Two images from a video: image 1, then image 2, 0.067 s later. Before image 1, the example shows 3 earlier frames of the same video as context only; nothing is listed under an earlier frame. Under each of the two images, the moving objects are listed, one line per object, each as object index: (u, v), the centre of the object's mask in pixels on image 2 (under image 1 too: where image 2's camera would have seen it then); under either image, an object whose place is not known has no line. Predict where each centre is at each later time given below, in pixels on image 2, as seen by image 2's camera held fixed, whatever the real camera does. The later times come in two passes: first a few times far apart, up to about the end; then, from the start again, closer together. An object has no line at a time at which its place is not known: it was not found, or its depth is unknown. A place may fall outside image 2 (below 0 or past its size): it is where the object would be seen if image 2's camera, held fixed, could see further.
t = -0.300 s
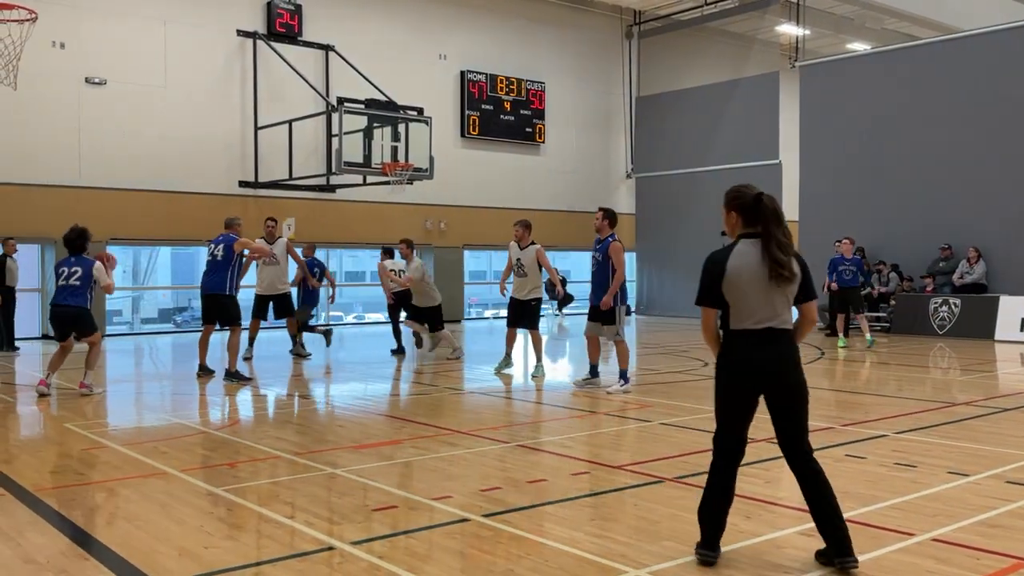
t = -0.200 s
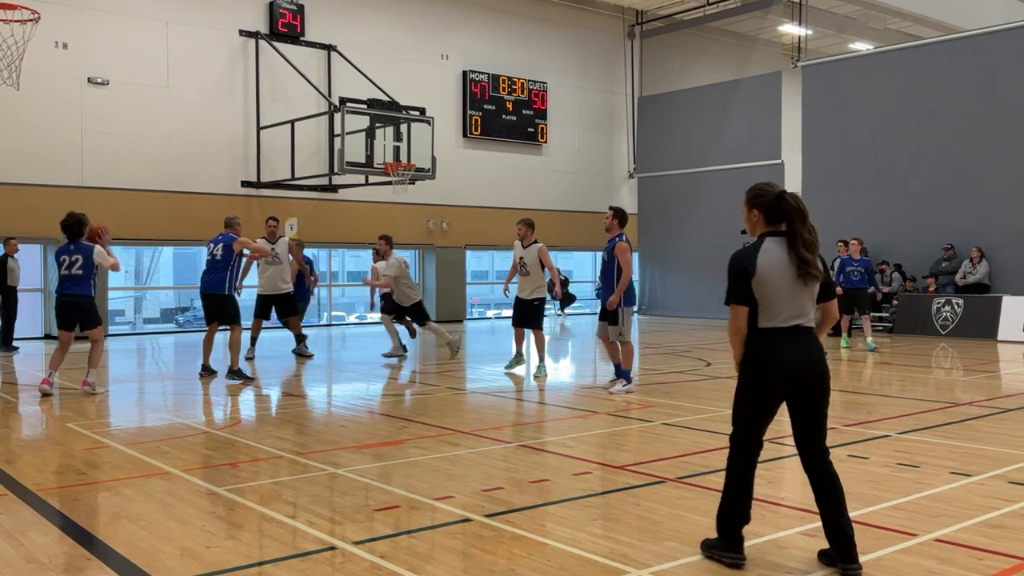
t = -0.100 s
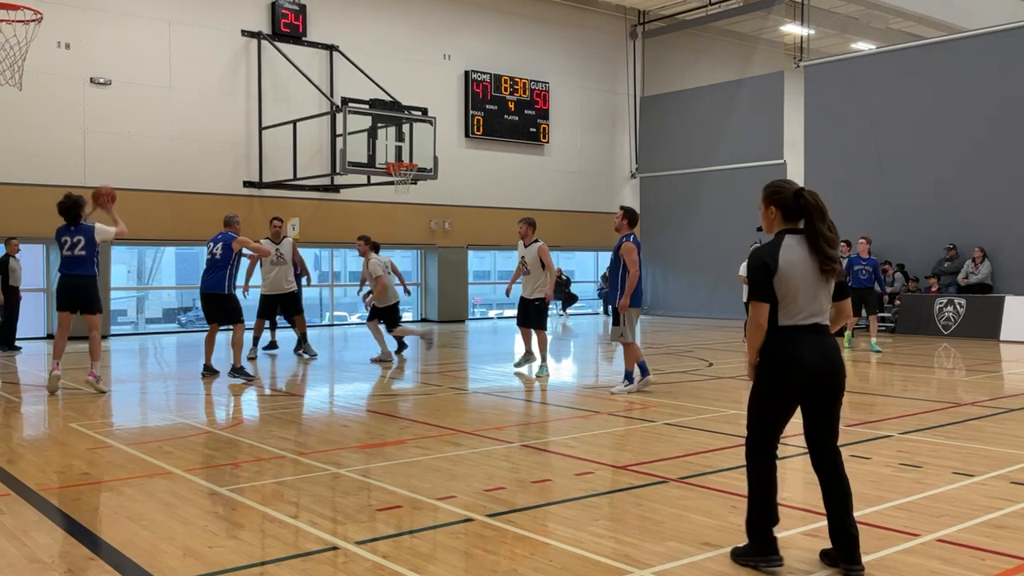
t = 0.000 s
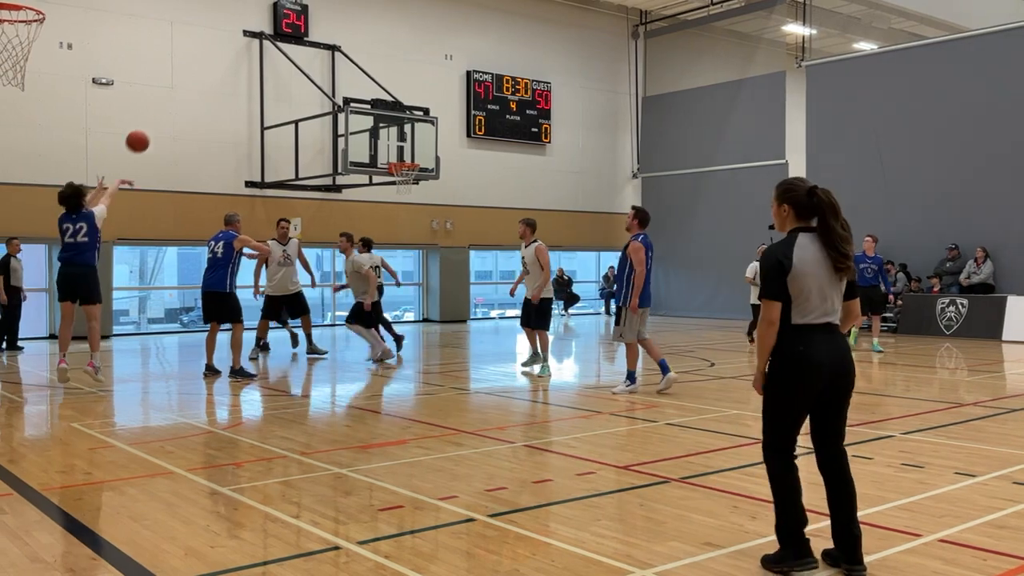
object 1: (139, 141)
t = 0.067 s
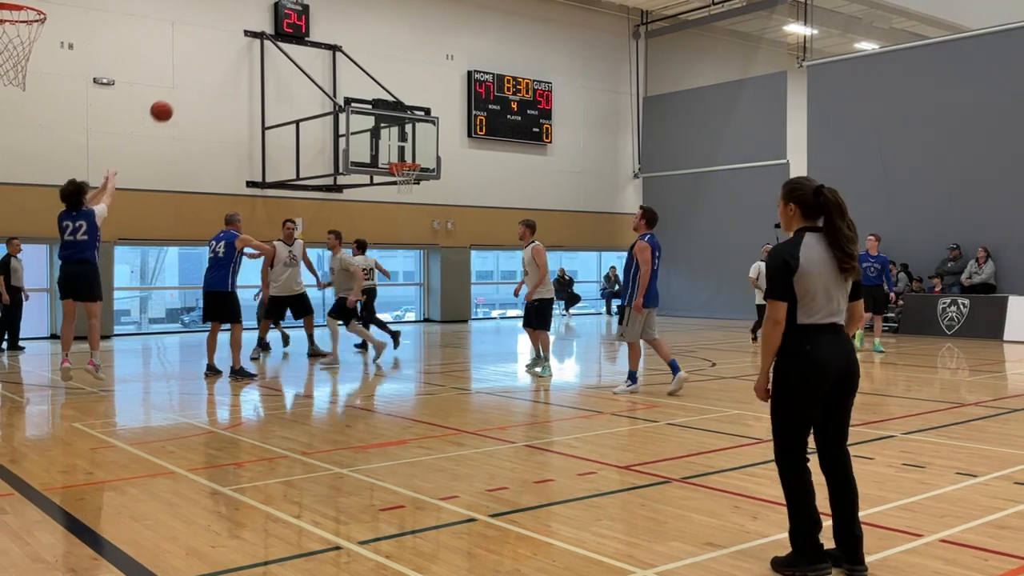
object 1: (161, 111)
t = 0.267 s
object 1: (222, 51)
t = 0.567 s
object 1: (298, 30)
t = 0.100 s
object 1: (172, 98)
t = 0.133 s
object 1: (183, 86)
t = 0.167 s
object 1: (193, 75)
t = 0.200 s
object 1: (203, 66)
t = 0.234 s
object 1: (213, 58)
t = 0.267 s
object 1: (222, 51)
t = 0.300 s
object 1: (231, 45)
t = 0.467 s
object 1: (274, 29)
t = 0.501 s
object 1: (282, 28)
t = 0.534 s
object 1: (290, 29)
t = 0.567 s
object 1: (298, 30)
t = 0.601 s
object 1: (304, 32)
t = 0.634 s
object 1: (312, 33)
